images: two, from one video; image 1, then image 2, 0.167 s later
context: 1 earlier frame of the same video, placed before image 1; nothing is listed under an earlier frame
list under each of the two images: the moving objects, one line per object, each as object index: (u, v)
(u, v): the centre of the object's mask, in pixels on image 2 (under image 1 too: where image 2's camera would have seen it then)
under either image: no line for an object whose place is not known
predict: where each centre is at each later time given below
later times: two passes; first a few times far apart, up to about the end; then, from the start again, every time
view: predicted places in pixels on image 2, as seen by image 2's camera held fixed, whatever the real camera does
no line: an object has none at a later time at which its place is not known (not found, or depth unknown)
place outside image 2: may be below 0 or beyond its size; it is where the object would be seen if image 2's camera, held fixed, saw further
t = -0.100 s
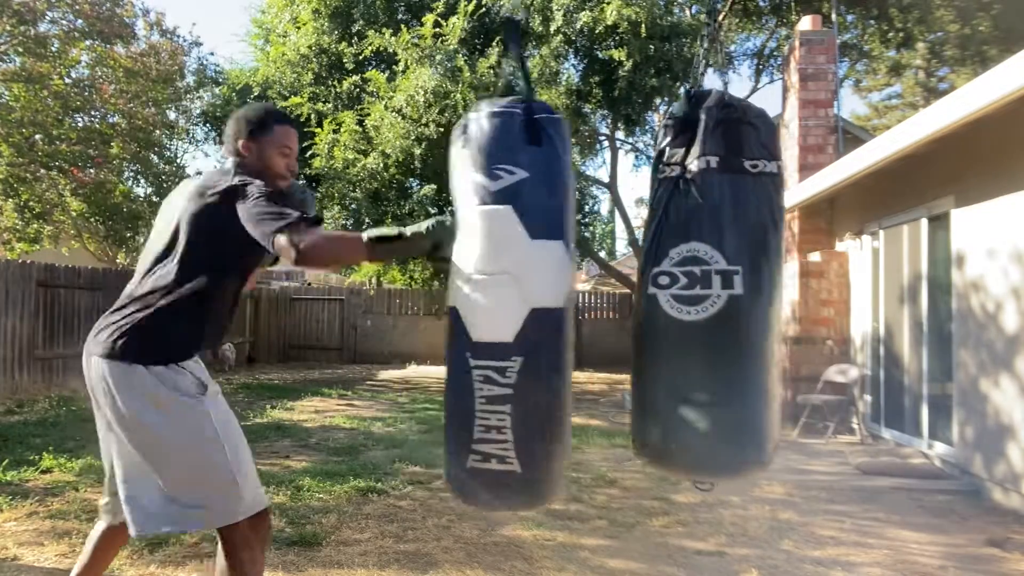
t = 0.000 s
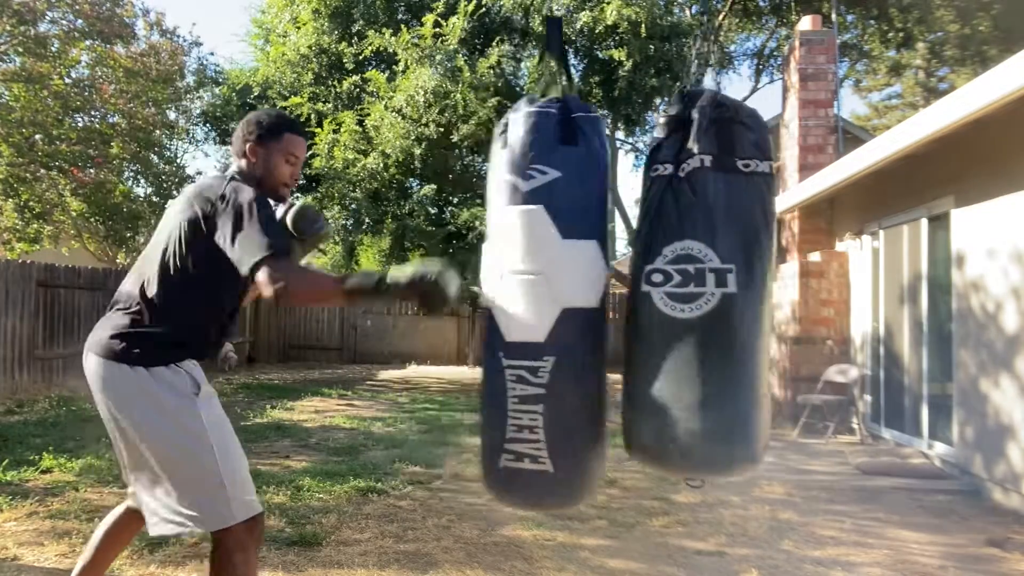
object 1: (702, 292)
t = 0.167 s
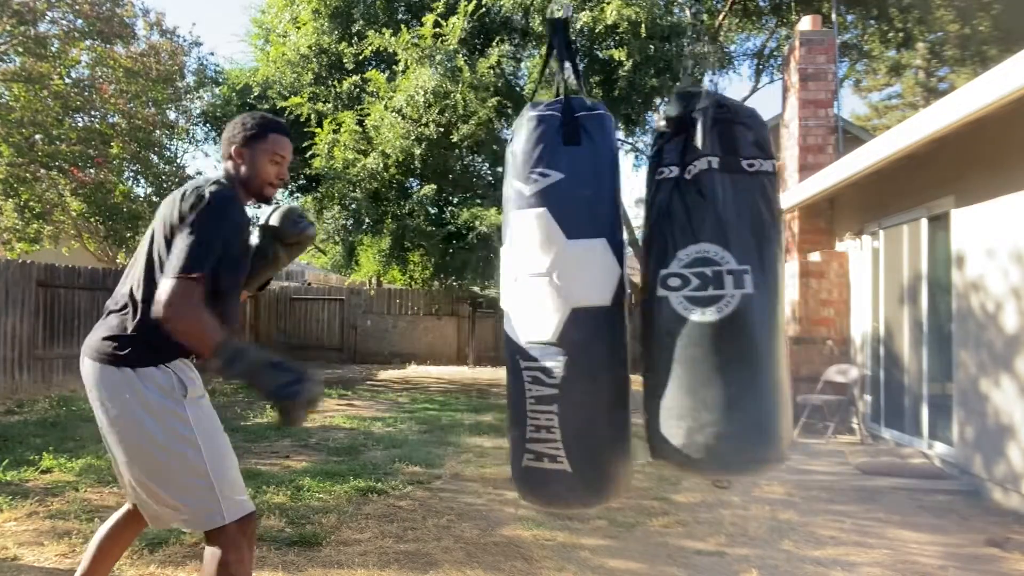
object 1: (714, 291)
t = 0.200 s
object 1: (721, 290)
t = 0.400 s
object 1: (760, 293)
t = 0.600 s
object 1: (780, 292)
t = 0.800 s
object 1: (796, 293)
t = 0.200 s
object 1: (721, 290)
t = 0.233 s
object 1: (729, 292)
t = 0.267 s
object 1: (737, 292)
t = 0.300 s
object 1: (744, 293)
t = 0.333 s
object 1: (750, 293)
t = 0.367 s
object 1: (756, 293)
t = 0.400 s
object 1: (760, 293)
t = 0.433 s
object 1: (763, 292)
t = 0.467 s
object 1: (766, 292)
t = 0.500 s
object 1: (769, 293)
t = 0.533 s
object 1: (773, 292)
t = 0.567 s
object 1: (776, 292)
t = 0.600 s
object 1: (780, 292)
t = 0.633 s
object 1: (784, 293)
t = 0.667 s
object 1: (788, 293)
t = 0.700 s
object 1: (792, 293)
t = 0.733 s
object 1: (795, 293)
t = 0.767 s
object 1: (796, 293)
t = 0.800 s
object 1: (796, 293)
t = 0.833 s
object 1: (796, 293)
